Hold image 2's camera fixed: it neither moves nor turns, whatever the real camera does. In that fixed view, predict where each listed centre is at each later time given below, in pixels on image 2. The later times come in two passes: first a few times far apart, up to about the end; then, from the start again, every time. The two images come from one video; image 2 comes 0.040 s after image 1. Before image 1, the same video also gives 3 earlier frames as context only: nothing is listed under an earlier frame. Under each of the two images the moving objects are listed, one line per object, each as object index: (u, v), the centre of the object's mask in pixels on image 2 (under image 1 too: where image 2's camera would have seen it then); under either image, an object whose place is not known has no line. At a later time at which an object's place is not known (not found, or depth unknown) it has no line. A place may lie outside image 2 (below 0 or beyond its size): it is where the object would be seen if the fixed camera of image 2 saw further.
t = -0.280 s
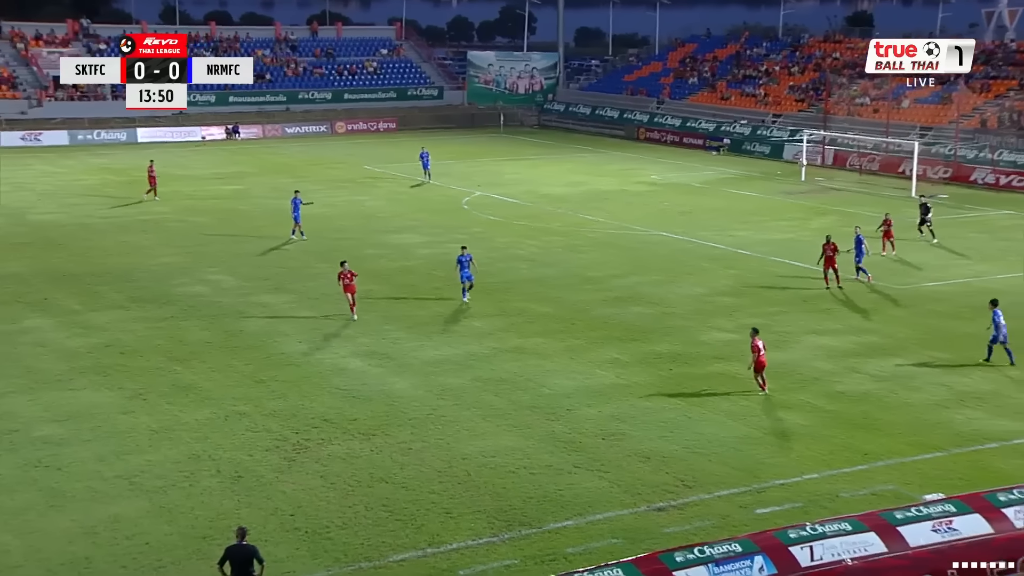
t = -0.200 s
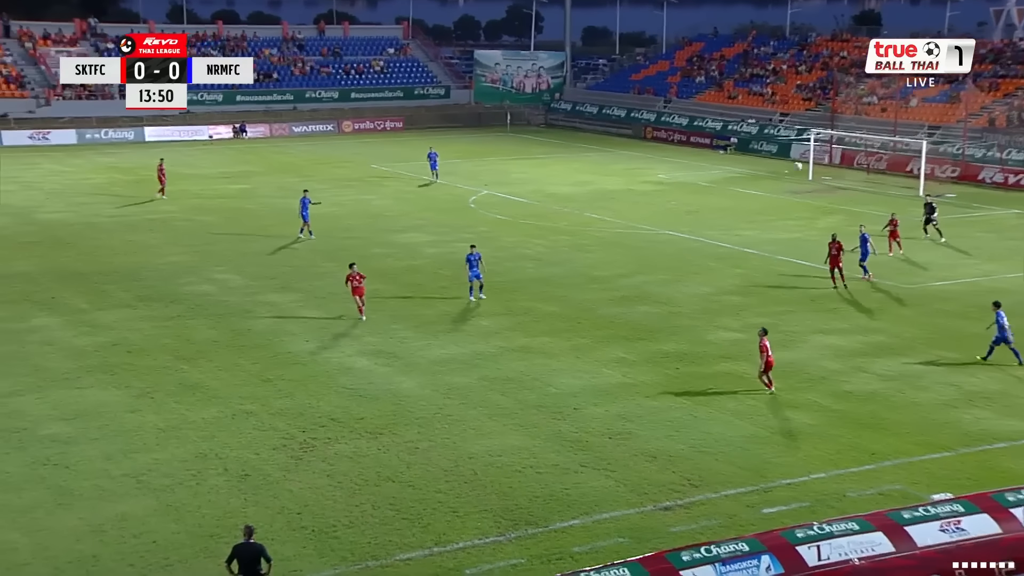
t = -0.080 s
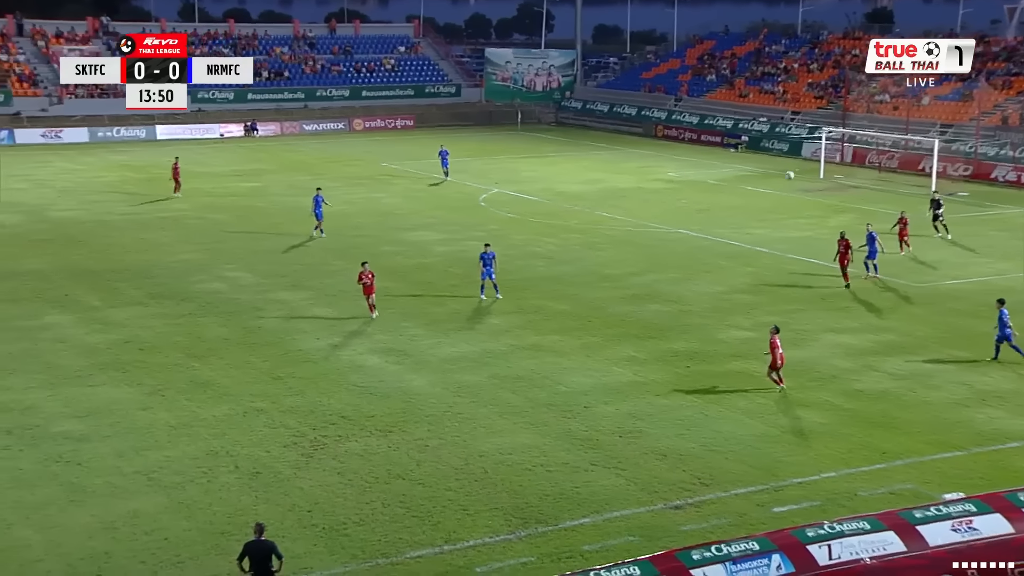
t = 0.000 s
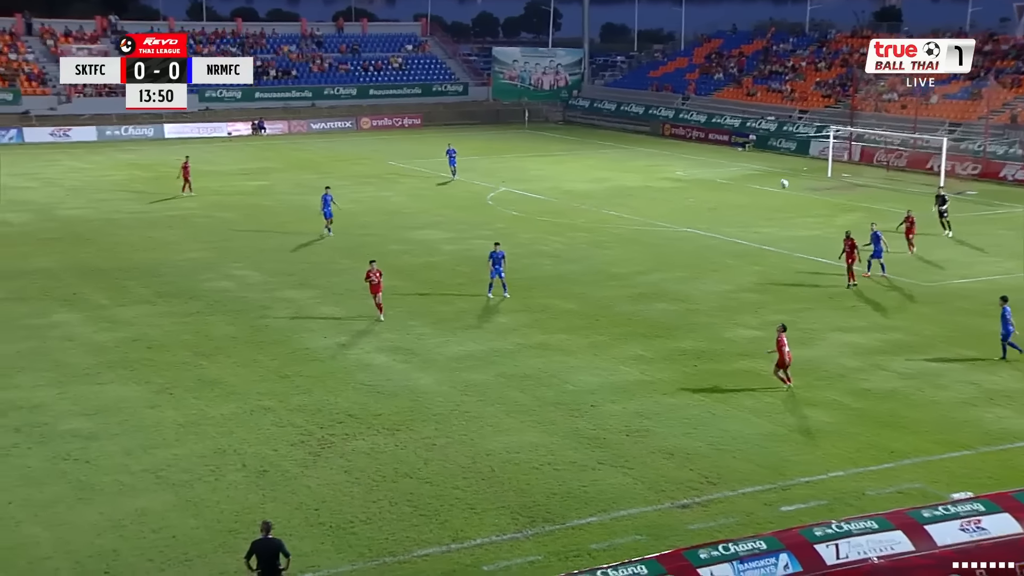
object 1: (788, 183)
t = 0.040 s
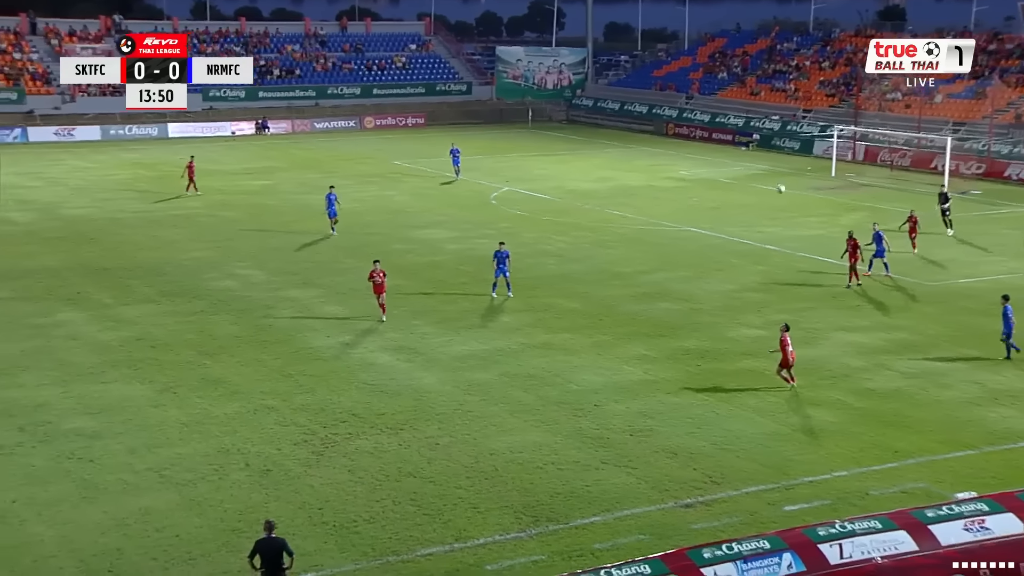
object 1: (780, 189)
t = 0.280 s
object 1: (738, 234)
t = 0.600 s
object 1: (669, 325)
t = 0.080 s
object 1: (774, 195)
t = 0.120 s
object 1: (767, 201)
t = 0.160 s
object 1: (761, 209)
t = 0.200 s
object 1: (753, 216)
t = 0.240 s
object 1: (746, 224)
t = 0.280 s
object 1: (738, 234)
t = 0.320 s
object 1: (731, 243)
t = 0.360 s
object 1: (723, 252)
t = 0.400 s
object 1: (714, 263)
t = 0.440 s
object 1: (706, 274)
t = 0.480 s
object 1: (697, 286)
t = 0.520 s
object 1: (688, 298)
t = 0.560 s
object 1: (679, 312)
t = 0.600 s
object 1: (669, 325)
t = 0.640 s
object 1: (660, 339)
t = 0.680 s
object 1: (649, 356)
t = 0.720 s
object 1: (639, 371)
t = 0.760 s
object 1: (628, 387)
